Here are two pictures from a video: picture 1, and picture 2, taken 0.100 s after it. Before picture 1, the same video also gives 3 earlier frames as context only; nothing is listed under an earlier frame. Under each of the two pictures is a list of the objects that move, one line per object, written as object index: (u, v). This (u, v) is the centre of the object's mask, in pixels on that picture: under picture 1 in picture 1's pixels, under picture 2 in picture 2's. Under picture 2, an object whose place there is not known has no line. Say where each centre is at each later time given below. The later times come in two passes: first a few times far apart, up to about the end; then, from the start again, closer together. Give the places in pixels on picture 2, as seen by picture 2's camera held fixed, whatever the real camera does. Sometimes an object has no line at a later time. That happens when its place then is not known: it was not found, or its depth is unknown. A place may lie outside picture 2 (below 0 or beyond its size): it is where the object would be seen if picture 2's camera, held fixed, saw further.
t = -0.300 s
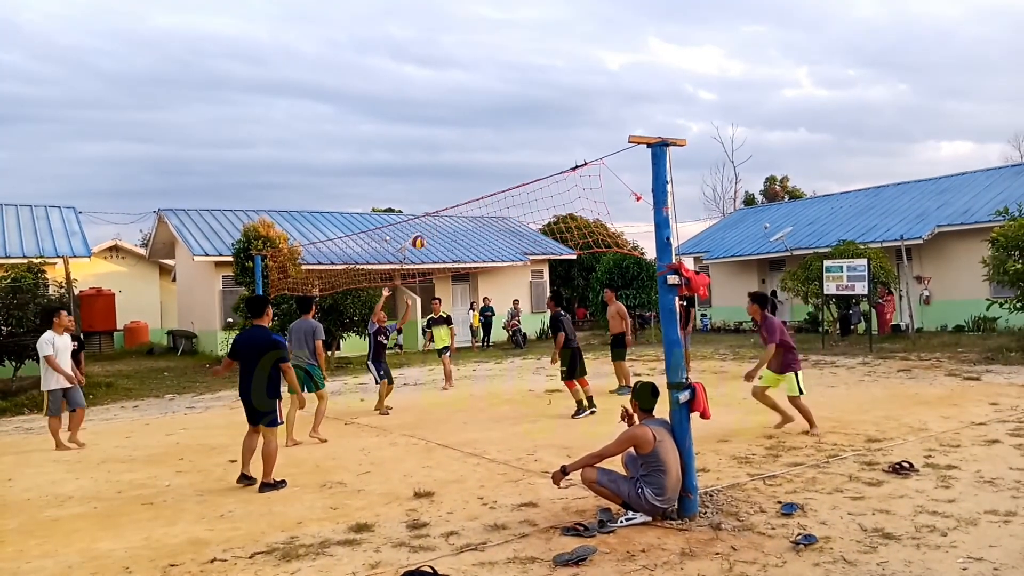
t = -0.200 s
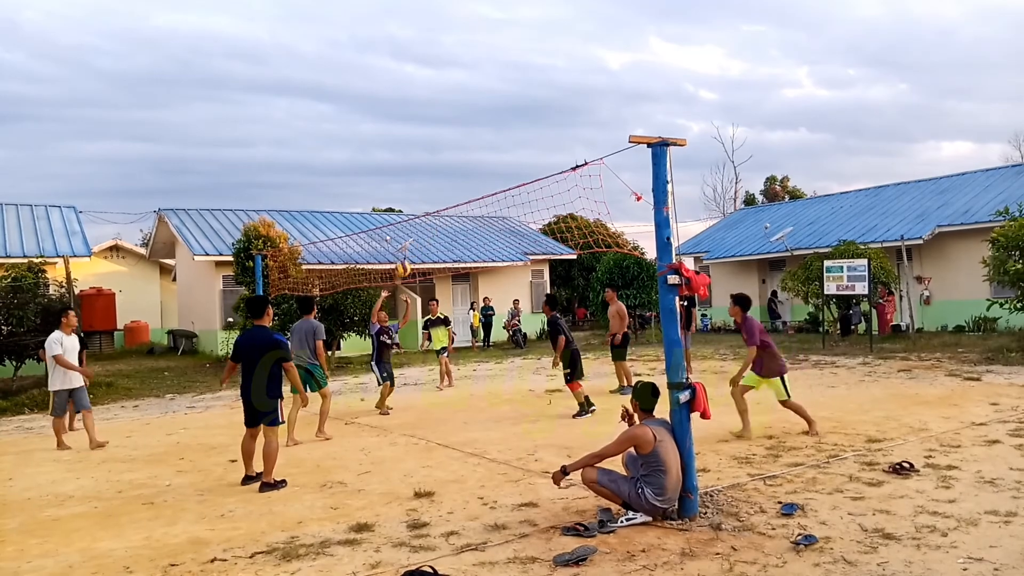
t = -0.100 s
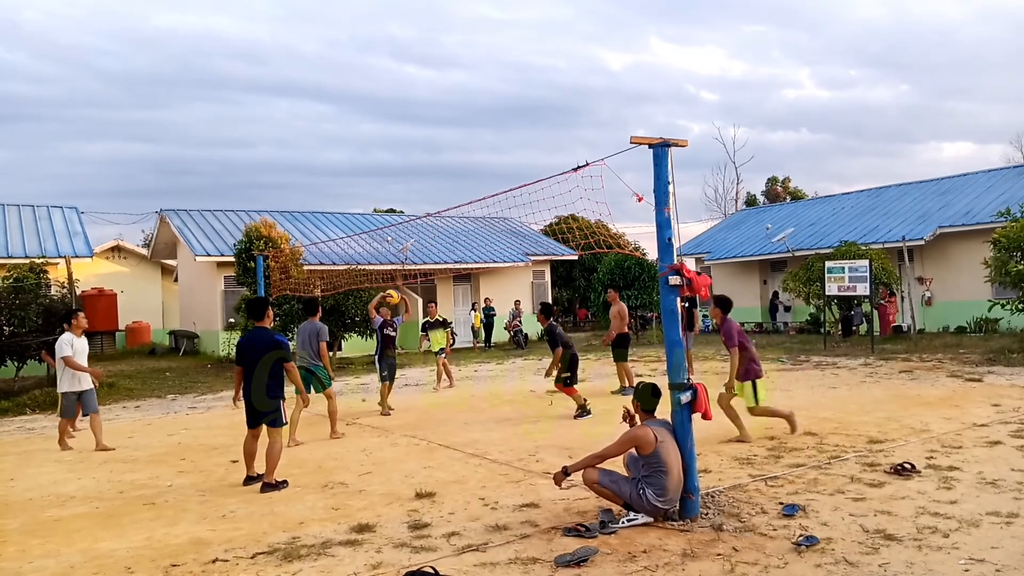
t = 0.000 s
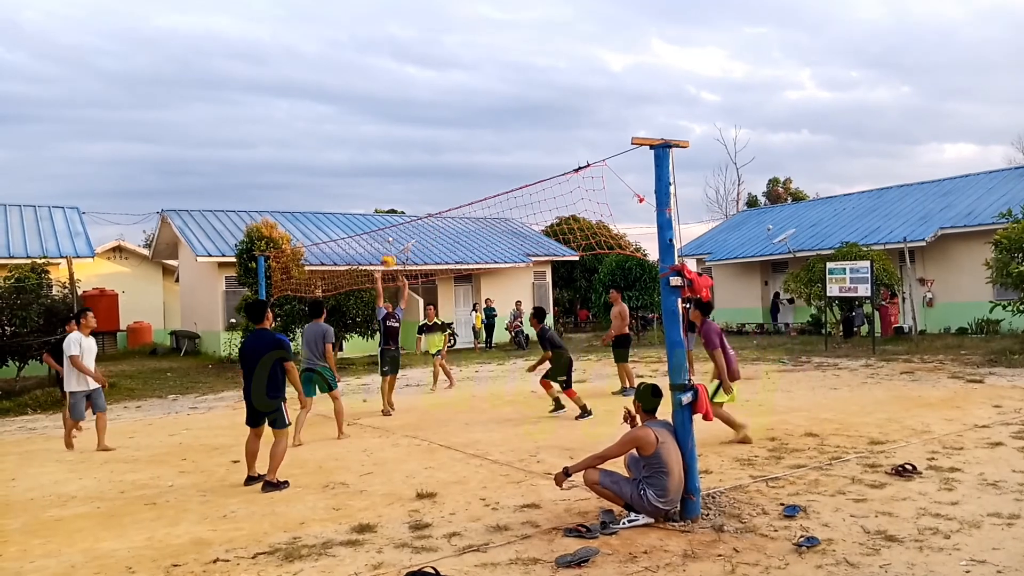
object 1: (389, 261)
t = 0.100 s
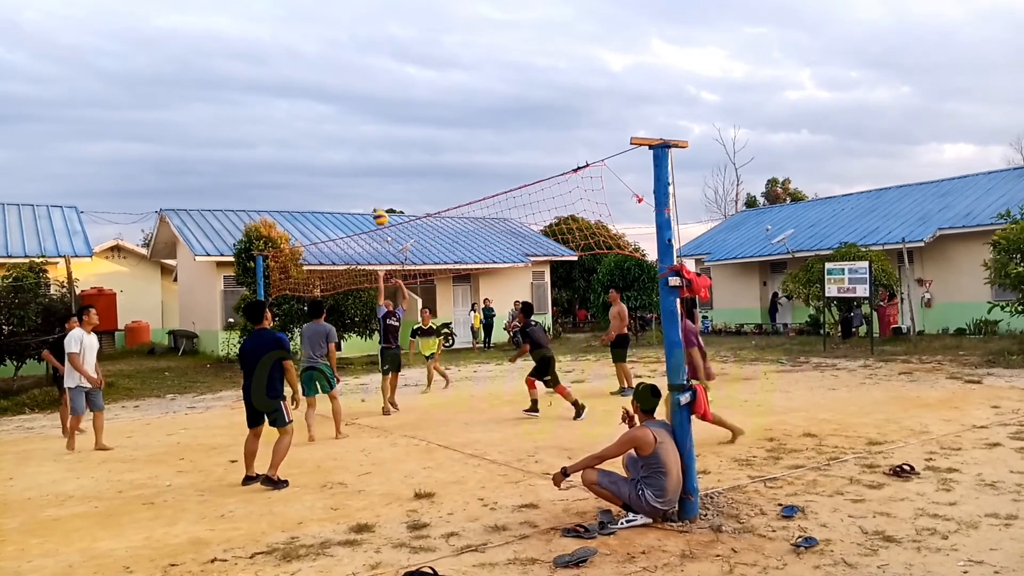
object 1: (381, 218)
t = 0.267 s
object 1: (371, 166)
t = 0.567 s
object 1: (358, 124)
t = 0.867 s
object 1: (348, 138)
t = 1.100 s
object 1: (343, 190)
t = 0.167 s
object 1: (377, 195)
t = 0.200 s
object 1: (375, 184)
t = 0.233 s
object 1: (373, 175)
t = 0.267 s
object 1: (371, 166)
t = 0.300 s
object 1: (370, 159)
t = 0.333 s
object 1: (368, 151)
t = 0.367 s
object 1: (367, 145)
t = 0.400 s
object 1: (365, 140)
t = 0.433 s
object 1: (363, 135)
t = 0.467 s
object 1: (362, 131)
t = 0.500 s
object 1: (361, 128)
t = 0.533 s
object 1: (360, 126)
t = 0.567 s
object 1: (358, 124)
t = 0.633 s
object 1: (356, 123)
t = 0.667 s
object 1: (355, 123)
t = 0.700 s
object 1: (354, 124)
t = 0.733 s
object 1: (353, 125)
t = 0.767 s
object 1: (352, 127)
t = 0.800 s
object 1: (351, 130)
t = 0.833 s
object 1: (349, 134)
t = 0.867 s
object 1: (348, 138)
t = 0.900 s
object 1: (348, 144)
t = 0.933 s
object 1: (347, 149)
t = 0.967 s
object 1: (346, 156)
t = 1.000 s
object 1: (345, 163)
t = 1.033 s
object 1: (344, 171)
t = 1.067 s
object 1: (343, 180)
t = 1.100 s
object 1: (343, 190)
